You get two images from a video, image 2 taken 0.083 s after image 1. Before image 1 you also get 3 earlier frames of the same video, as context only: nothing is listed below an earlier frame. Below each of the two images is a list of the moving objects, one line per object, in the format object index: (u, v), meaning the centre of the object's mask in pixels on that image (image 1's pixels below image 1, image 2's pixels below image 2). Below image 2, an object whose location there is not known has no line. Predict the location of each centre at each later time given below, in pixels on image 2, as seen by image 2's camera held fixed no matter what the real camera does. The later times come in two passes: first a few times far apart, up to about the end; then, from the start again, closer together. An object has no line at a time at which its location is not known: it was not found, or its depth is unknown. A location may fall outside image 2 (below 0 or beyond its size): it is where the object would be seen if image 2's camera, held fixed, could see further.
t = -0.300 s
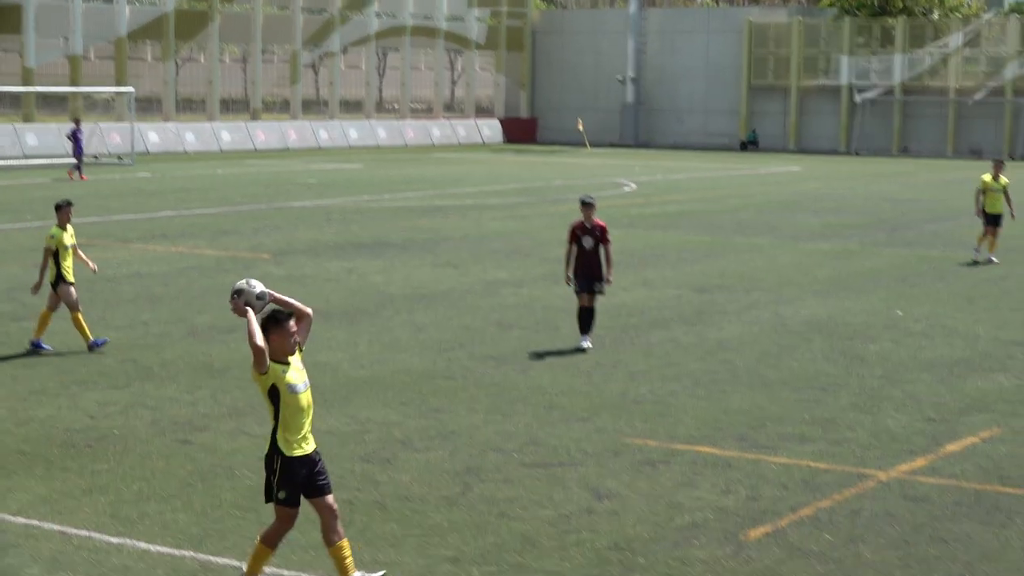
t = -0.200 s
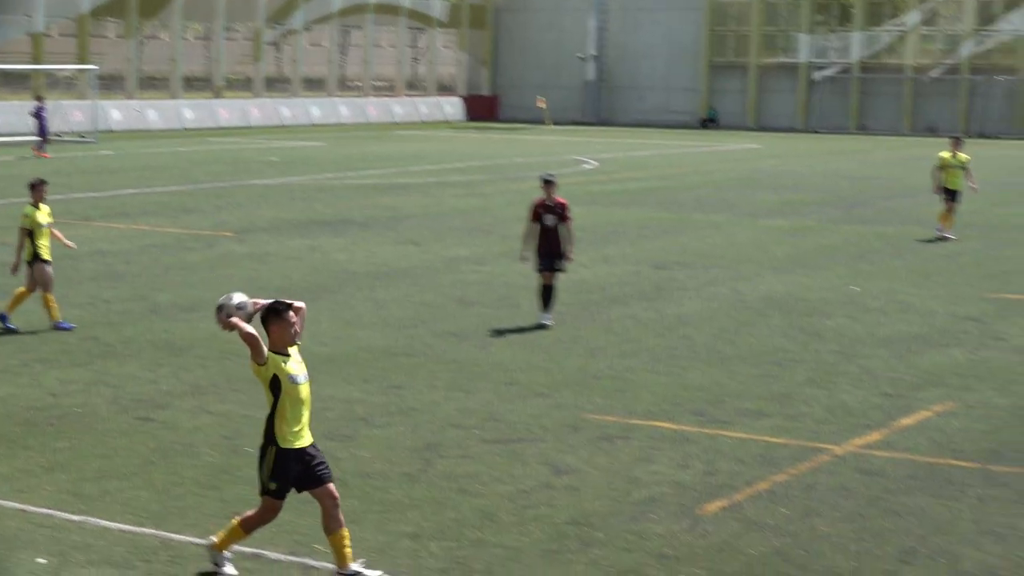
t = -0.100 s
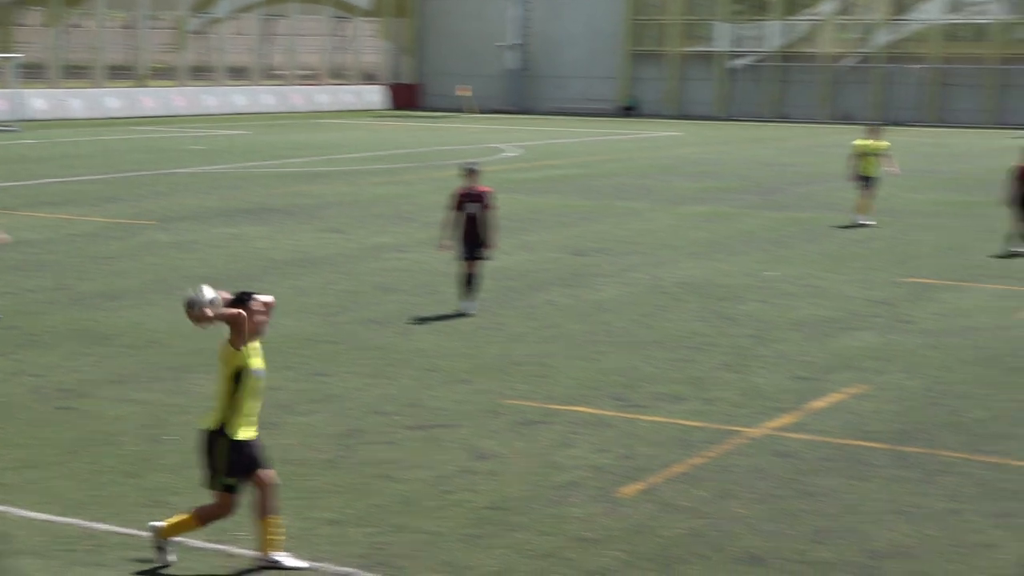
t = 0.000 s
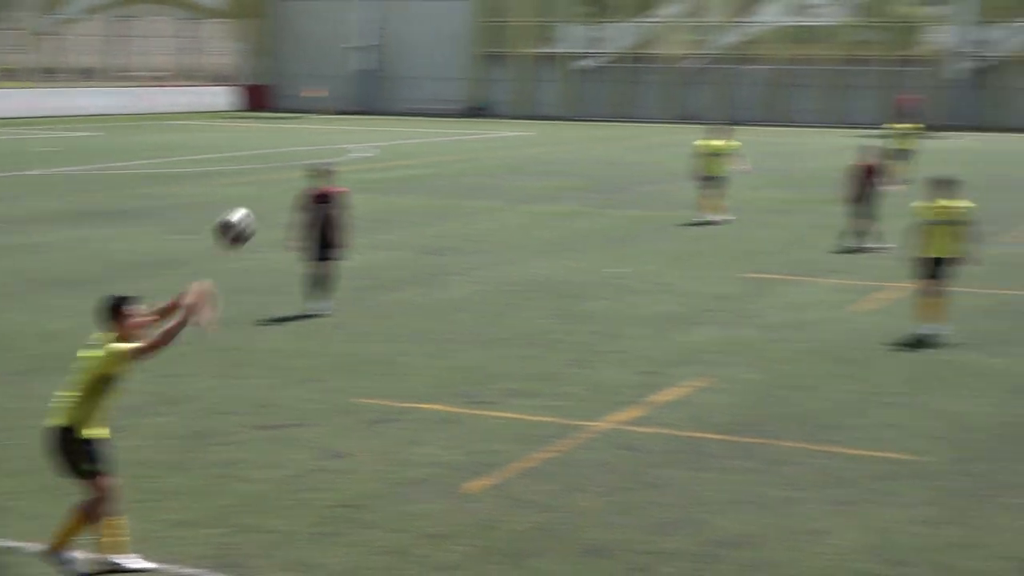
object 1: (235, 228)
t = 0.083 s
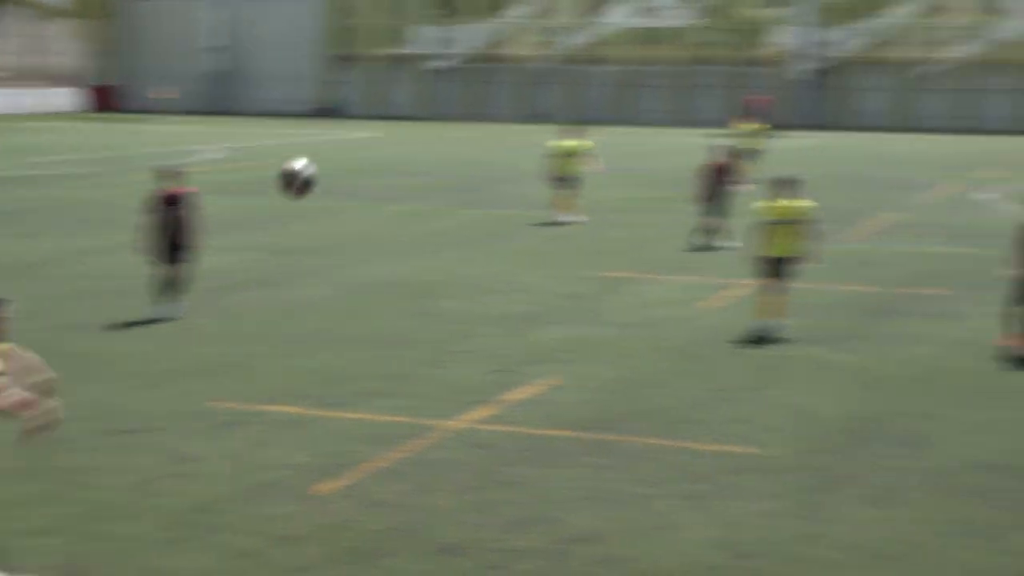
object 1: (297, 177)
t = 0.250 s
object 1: (704, 109)
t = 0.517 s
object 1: (1332, 78)
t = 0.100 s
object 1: (339, 168)
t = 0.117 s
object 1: (381, 160)
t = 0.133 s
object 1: (423, 152)
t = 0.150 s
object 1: (464, 144)
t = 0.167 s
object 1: (505, 137)
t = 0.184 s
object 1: (546, 130)
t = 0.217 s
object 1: (626, 118)
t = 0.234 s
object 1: (664, 113)
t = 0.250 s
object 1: (704, 109)
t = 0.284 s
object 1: (783, 99)
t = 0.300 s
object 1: (821, 95)
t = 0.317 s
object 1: (862, 91)
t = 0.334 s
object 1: (901, 88)
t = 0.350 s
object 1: (942, 85)
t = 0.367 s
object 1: (982, 82)
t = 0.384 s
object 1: (1020, 81)
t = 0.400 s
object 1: (1059, 79)
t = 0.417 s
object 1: (1099, 78)
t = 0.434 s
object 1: (1137, 77)
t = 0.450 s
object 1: (1176, 76)
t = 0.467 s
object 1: (1215, 76)
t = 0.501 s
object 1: (1289, 78)
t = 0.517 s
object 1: (1332, 78)
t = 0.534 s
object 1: (1370, 80)
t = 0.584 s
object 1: (1487, 86)
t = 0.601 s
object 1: (1526, 89)
